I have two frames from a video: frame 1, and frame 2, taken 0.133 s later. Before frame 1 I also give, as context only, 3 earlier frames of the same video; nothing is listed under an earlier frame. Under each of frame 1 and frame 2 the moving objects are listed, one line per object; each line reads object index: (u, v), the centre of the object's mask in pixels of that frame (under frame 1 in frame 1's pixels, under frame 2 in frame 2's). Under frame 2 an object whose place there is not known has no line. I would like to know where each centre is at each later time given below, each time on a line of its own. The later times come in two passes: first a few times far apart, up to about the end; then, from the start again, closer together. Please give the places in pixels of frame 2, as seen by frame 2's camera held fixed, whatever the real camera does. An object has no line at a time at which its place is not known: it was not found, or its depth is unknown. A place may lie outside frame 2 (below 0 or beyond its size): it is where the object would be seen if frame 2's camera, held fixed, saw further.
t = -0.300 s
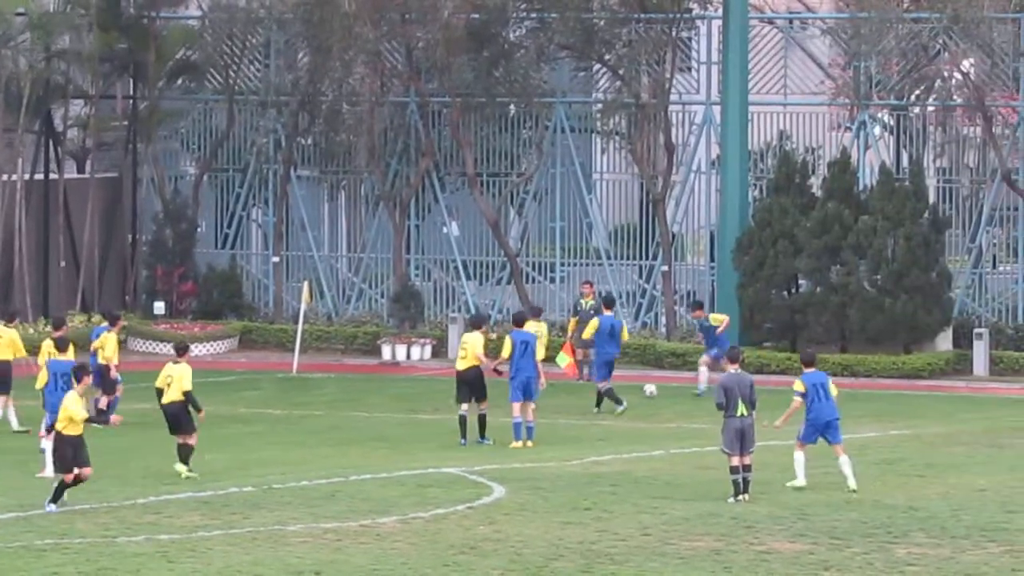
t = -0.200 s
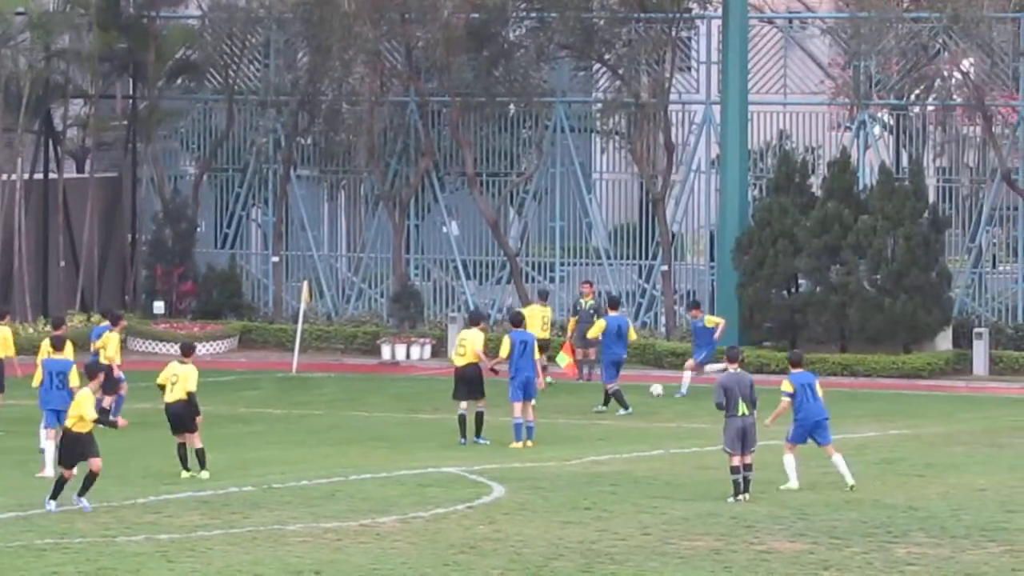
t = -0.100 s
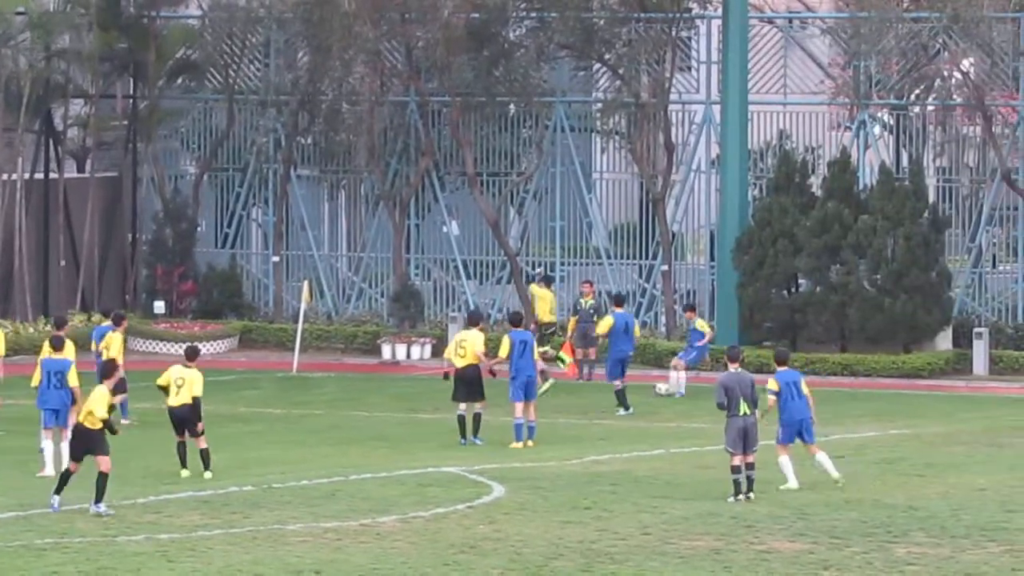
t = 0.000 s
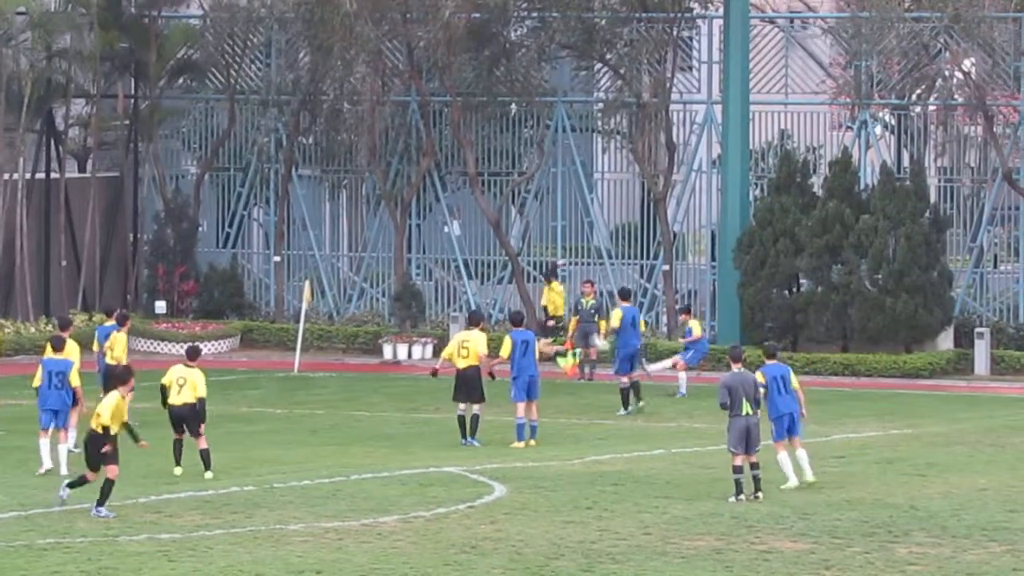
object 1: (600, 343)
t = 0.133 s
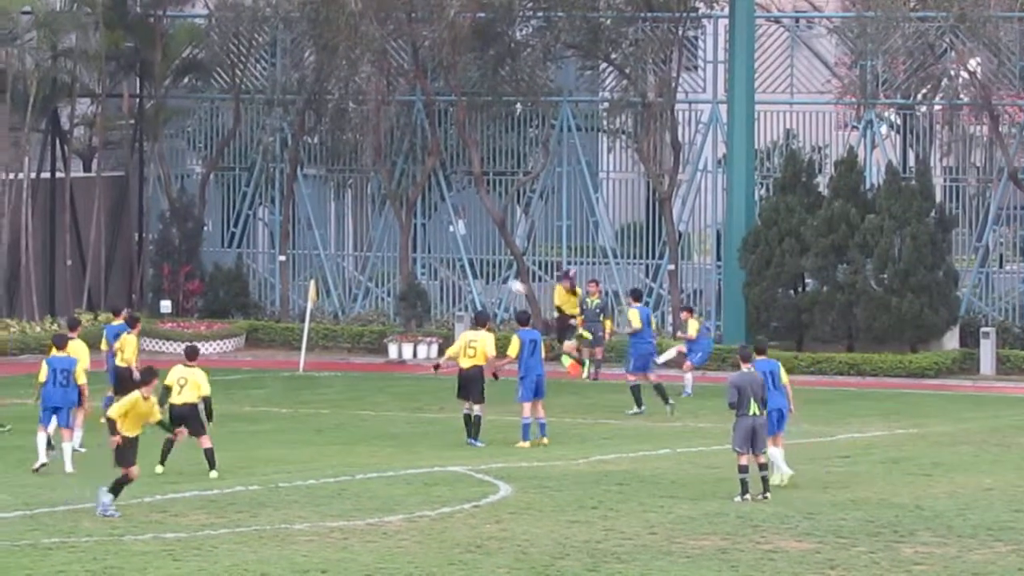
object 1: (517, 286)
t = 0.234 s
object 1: (451, 250)
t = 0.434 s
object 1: (325, 191)
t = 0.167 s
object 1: (494, 275)
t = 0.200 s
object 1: (473, 263)
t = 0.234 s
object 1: (451, 250)
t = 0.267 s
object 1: (429, 239)
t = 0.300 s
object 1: (409, 229)
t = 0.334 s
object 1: (388, 218)
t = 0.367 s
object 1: (369, 209)
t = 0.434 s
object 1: (325, 191)
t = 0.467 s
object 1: (304, 184)
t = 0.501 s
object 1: (284, 176)
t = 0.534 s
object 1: (263, 169)
